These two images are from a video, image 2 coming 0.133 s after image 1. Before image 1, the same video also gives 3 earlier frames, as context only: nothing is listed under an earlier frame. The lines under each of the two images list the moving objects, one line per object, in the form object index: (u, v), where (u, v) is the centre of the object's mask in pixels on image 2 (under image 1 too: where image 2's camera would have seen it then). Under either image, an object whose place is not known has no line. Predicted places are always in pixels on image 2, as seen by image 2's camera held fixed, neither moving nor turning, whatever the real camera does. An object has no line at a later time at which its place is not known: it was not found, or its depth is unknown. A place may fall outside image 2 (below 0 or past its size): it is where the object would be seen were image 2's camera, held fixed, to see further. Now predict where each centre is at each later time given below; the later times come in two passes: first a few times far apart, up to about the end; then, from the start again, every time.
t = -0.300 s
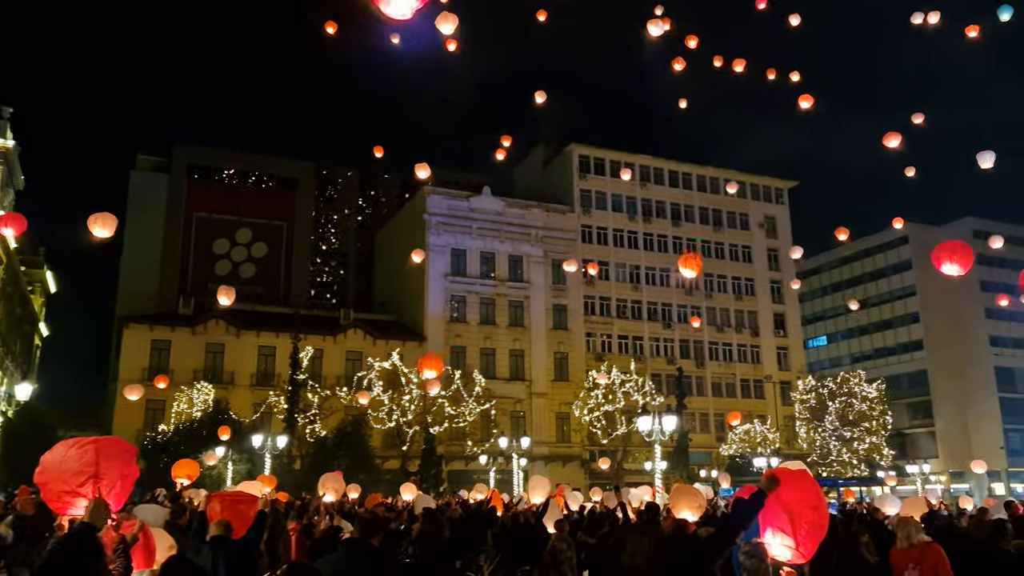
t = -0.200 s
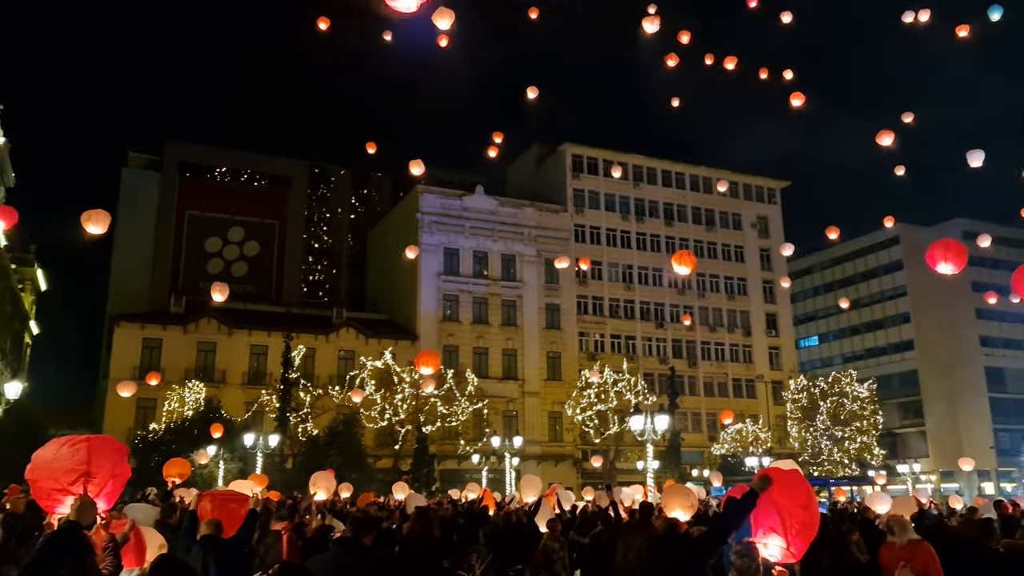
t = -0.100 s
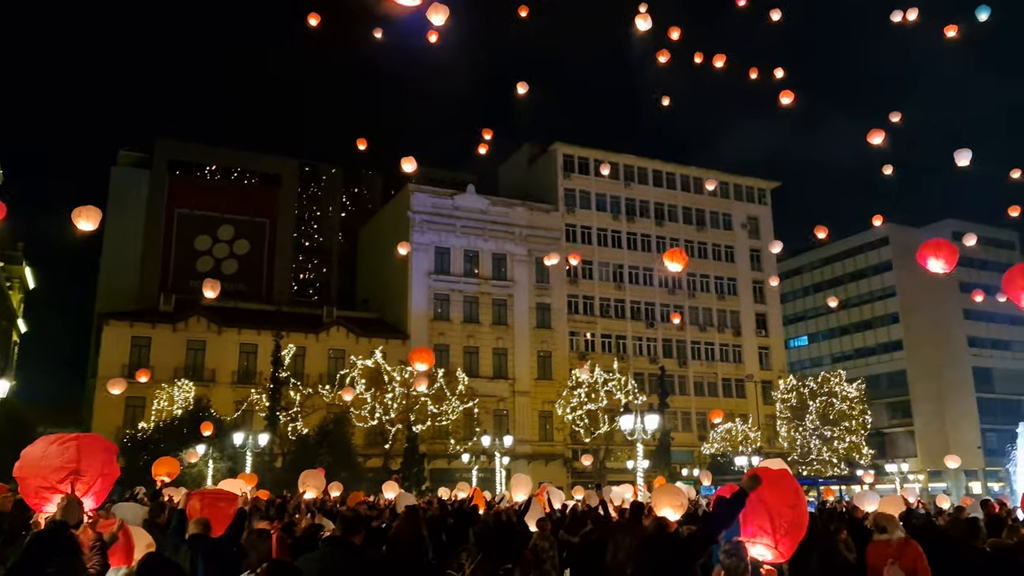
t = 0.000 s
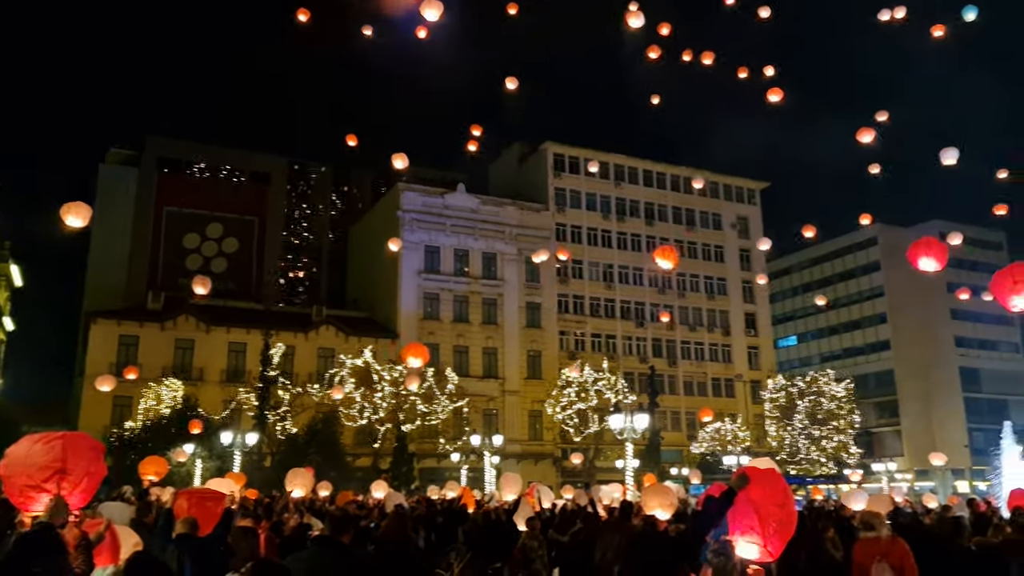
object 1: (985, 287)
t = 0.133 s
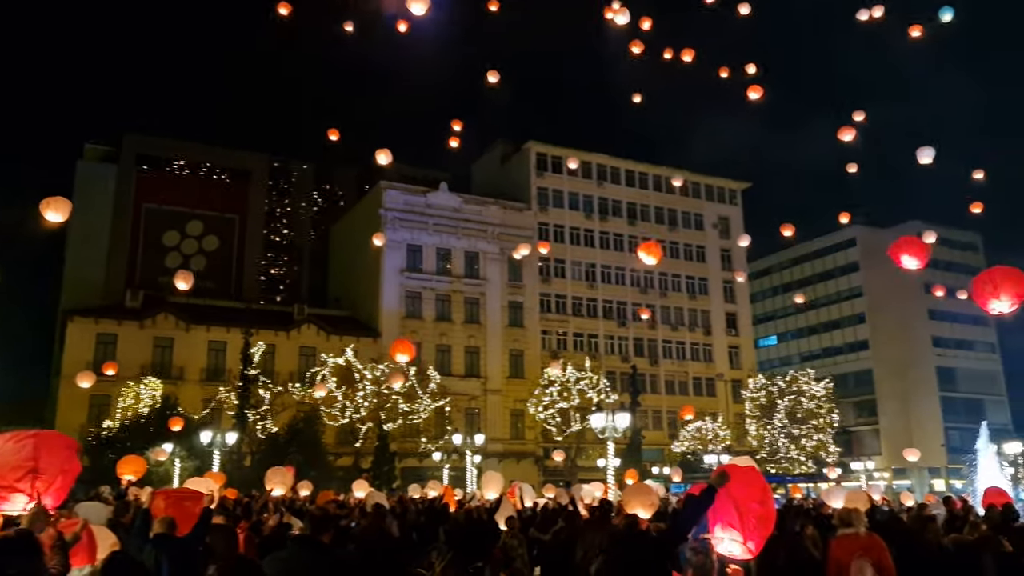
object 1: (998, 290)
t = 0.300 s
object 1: (1005, 292)
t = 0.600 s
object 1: (1015, 298)
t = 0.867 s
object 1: (1024, 302)
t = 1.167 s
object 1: (1034, 306)
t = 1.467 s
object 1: (1046, 308)
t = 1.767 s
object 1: (1057, 309)
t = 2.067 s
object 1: (1065, 310)
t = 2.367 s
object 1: (1074, 308)
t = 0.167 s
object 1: (1001, 290)
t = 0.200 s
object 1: (1002, 291)
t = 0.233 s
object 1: (1003, 291)
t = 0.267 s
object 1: (1004, 292)
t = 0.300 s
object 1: (1005, 292)
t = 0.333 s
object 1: (1006, 293)
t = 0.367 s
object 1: (1008, 294)
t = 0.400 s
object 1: (1009, 294)
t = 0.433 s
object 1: (1009, 295)
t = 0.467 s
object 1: (1010, 296)
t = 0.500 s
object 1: (1011, 296)
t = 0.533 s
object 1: (1013, 297)
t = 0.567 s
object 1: (1014, 297)
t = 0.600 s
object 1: (1015, 298)
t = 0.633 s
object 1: (1015, 298)
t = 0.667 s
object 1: (1017, 299)
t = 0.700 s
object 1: (1018, 300)
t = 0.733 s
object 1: (1019, 300)
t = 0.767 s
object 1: (1020, 301)
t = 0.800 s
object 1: (1021, 301)
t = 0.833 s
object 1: (1022, 302)
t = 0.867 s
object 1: (1024, 302)
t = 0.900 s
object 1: (1025, 303)
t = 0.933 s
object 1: (1026, 303)
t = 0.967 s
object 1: (1027, 303)
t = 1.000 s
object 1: (1028, 304)
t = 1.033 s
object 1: (1029, 304)
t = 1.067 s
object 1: (1030, 305)
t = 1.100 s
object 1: (1032, 305)
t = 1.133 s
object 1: (1033, 305)
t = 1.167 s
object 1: (1034, 306)
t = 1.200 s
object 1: (1035, 306)
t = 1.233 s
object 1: (1037, 306)
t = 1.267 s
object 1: (1038, 307)
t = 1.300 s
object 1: (1039, 307)
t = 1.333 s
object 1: (1040, 307)
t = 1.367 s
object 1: (1042, 307)
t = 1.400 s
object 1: (1043, 308)
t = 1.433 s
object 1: (1044, 308)
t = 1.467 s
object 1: (1046, 308)
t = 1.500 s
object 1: (1047, 308)
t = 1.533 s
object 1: (1048, 309)
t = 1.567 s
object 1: (1049, 309)
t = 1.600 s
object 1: (1051, 309)
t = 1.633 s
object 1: (1052, 309)
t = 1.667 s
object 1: (1053, 309)
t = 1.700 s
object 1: (1054, 309)
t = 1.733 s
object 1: (1055, 309)
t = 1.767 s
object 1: (1057, 309)
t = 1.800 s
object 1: (1057, 309)
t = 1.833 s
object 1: (1058, 309)
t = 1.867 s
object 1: (1059, 309)
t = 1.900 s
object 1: (1061, 310)
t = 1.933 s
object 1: (1062, 309)
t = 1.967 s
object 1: (1063, 309)
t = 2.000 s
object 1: (1064, 310)
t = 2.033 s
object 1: (1064, 309)
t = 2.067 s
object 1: (1065, 310)
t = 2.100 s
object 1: (1066, 309)
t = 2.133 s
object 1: (1067, 309)
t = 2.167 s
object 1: (1068, 309)
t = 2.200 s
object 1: (1069, 309)
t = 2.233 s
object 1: (1070, 309)
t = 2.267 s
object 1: (1072, 309)
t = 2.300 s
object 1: (1073, 309)
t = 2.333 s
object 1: (1074, 308)
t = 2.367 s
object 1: (1074, 308)
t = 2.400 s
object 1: (1076, 308)
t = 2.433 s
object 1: (1077, 307)
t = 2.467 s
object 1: (1078, 307)
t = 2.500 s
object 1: (1079, 306)
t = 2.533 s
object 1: (1080, 306)
